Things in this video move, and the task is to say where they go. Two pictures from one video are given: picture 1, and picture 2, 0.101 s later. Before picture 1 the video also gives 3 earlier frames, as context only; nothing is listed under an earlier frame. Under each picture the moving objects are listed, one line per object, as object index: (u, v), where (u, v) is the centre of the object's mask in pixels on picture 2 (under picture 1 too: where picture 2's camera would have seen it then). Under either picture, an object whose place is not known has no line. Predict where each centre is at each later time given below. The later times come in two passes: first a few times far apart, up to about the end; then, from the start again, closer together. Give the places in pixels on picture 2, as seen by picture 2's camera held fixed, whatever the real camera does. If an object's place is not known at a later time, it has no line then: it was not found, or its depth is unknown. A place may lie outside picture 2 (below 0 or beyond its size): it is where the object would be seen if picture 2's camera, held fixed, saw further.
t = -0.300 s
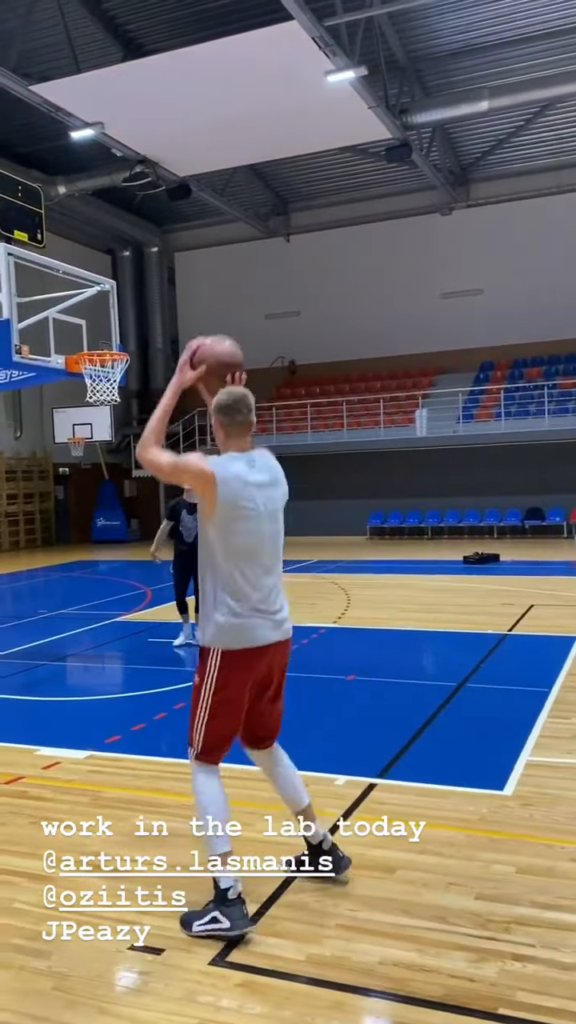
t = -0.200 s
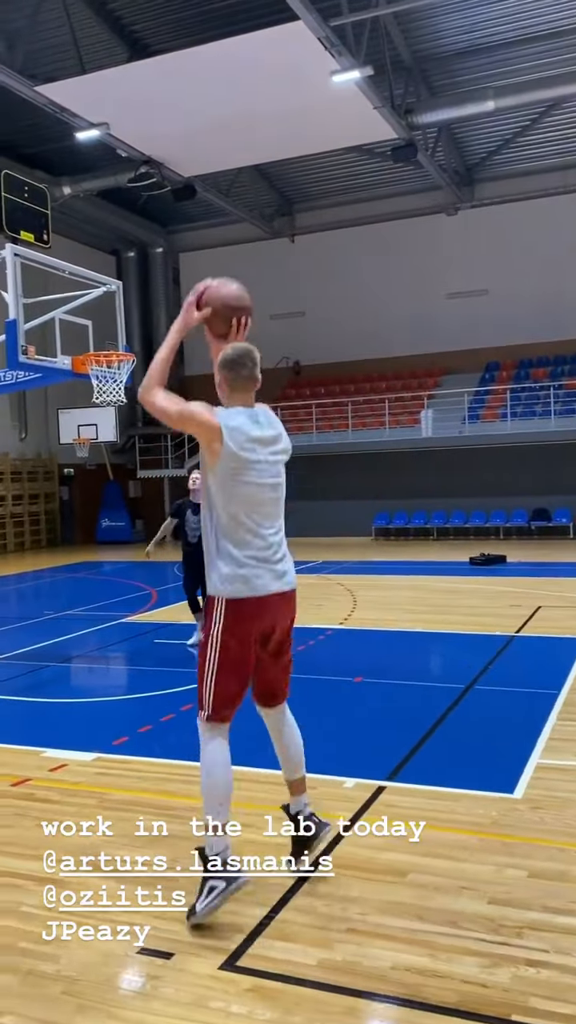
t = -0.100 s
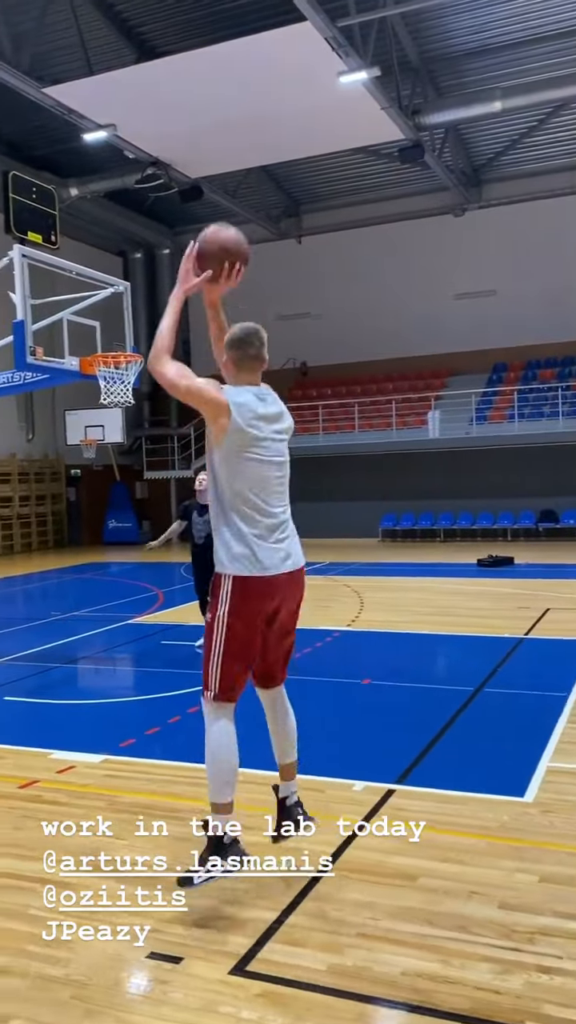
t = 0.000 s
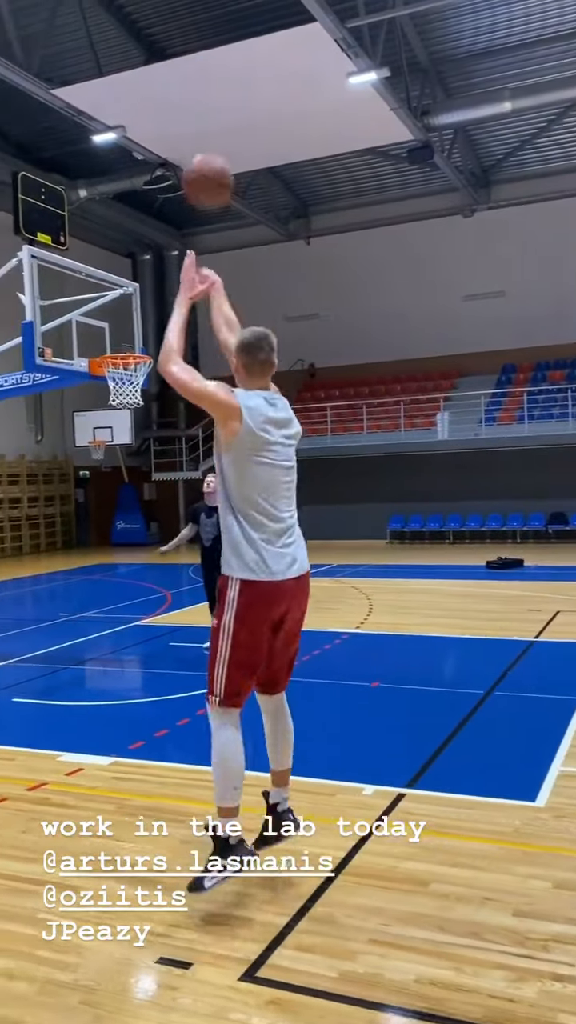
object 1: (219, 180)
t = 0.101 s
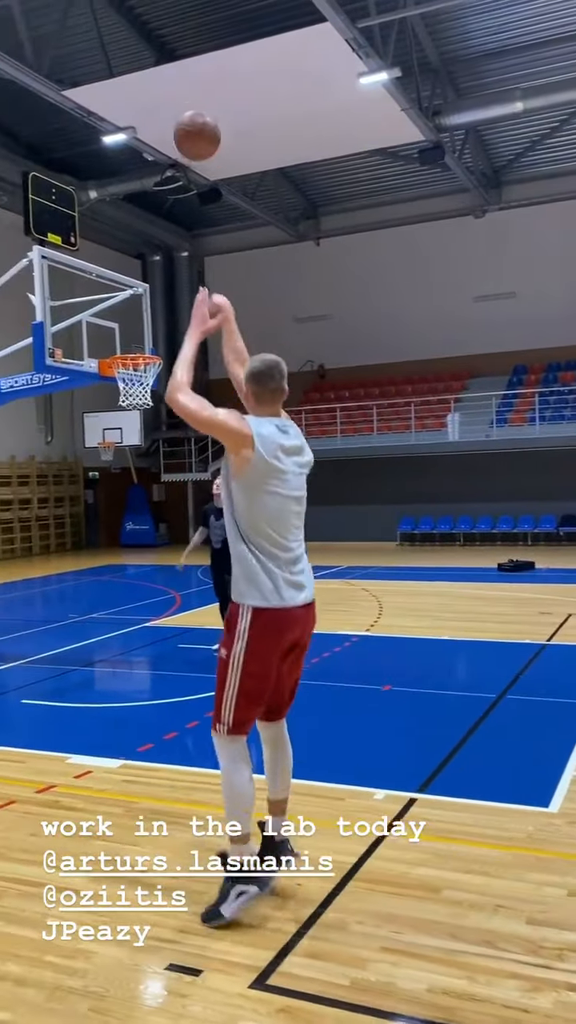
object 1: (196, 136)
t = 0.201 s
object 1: (180, 117)
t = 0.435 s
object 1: (152, 135)
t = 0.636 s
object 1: (139, 199)
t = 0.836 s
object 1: (132, 293)
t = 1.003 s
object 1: (123, 366)
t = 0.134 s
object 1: (190, 128)
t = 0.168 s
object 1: (185, 121)
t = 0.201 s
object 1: (180, 117)
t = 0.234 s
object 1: (175, 114)
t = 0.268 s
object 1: (171, 114)
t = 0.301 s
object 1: (166, 115)
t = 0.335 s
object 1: (162, 119)
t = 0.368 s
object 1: (159, 123)
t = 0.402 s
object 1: (156, 129)
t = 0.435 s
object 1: (152, 135)
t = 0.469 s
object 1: (150, 144)
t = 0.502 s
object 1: (147, 152)
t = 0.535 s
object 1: (145, 162)
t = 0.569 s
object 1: (143, 173)
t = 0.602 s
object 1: (141, 186)
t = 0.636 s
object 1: (139, 199)
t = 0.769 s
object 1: (134, 261)
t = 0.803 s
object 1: (133, 276)
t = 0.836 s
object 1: (132, 293)
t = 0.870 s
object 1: (131, 313)
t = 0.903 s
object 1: (131, 328)
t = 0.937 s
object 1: (129, 344)
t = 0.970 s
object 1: (129, 370)
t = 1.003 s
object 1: (123, 366)
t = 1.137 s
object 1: (142, 421)
